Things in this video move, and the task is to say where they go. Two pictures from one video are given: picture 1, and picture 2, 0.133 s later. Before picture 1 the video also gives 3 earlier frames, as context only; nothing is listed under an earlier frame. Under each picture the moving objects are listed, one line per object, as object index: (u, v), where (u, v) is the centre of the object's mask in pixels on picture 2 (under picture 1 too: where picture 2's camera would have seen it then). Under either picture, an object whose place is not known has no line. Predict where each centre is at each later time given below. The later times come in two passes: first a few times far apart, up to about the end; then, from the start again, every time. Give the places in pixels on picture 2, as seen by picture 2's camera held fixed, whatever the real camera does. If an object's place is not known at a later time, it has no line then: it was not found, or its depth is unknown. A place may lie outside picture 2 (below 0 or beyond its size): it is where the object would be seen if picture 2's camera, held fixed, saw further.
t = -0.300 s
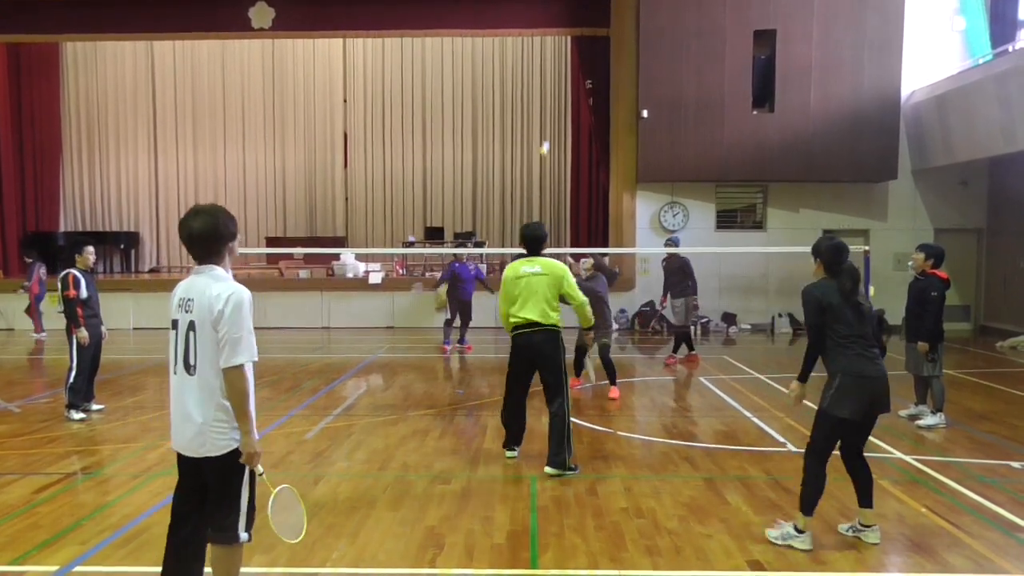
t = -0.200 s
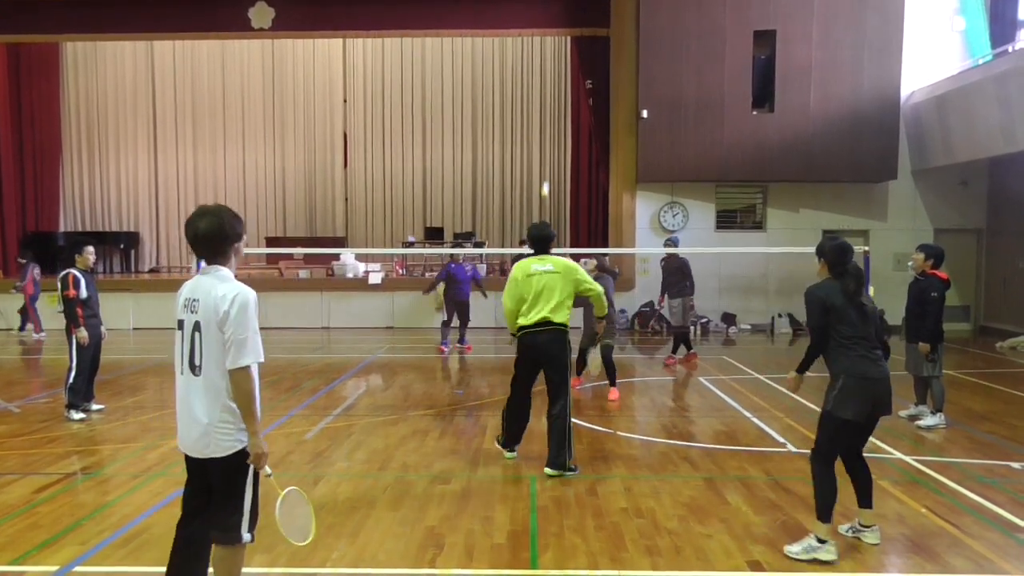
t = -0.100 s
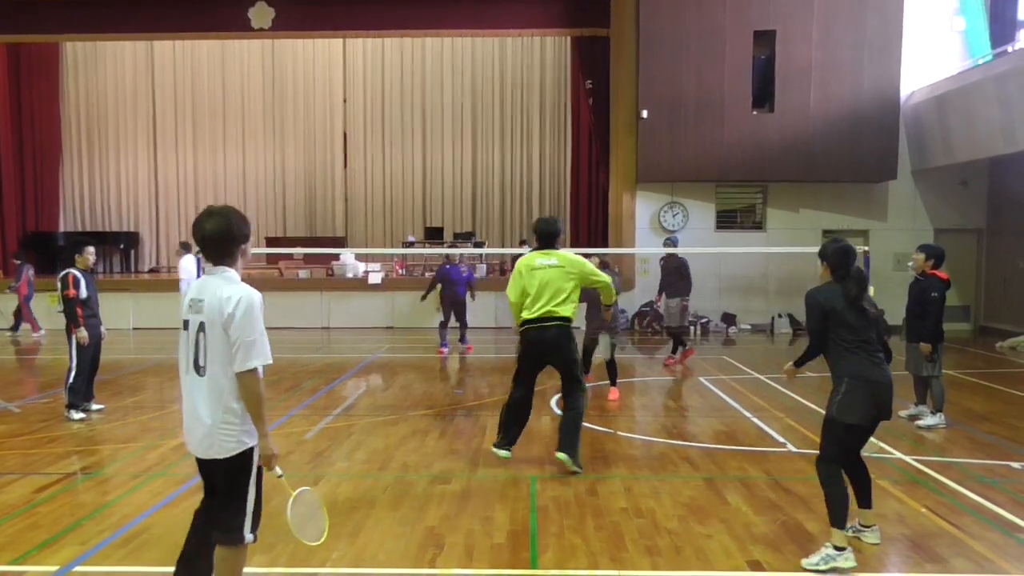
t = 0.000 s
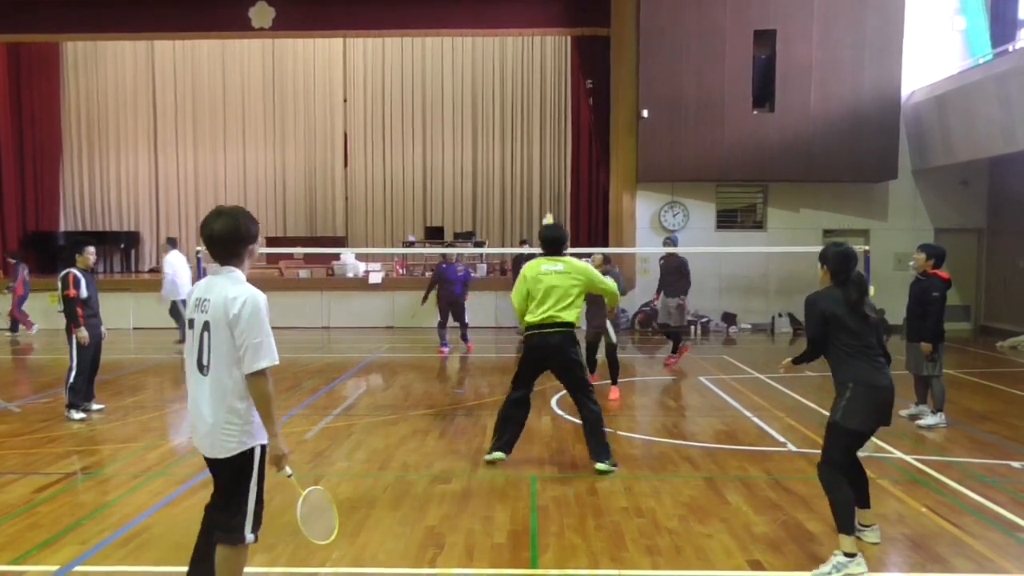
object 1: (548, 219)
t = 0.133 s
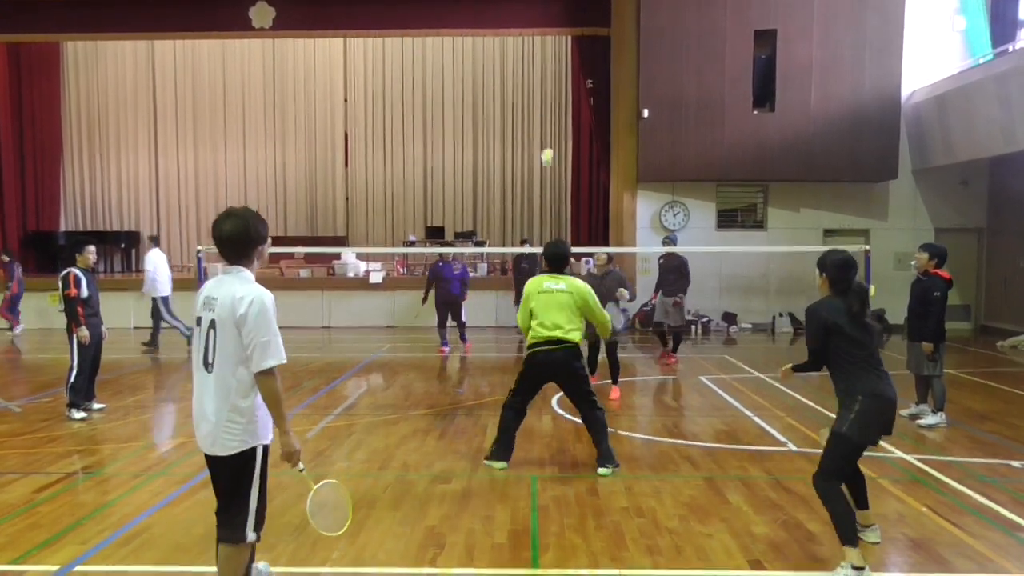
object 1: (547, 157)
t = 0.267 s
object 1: (547, 114)
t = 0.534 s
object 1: (550, 112)
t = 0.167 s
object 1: (545, 143)
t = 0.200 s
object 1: (545, 132)
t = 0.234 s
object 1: (546, 122)
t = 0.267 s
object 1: (547, 114)
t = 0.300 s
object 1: (549, 108)
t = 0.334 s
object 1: (552, 103)
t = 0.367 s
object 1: (553, 99)
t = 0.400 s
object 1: (554, 97)
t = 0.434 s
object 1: (554, 97)
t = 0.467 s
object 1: (553, 100)
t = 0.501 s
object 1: (552, 105)
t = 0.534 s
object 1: (550, 112)
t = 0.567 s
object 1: (550, 123)
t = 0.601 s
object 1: (550, 138)
